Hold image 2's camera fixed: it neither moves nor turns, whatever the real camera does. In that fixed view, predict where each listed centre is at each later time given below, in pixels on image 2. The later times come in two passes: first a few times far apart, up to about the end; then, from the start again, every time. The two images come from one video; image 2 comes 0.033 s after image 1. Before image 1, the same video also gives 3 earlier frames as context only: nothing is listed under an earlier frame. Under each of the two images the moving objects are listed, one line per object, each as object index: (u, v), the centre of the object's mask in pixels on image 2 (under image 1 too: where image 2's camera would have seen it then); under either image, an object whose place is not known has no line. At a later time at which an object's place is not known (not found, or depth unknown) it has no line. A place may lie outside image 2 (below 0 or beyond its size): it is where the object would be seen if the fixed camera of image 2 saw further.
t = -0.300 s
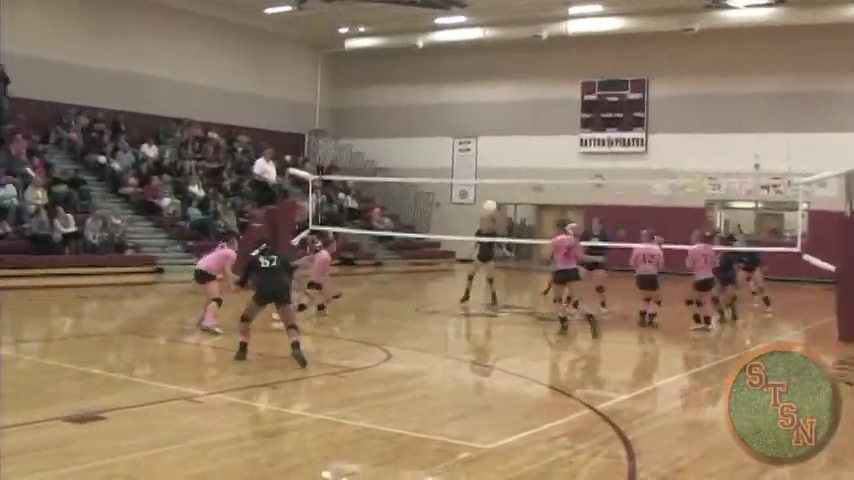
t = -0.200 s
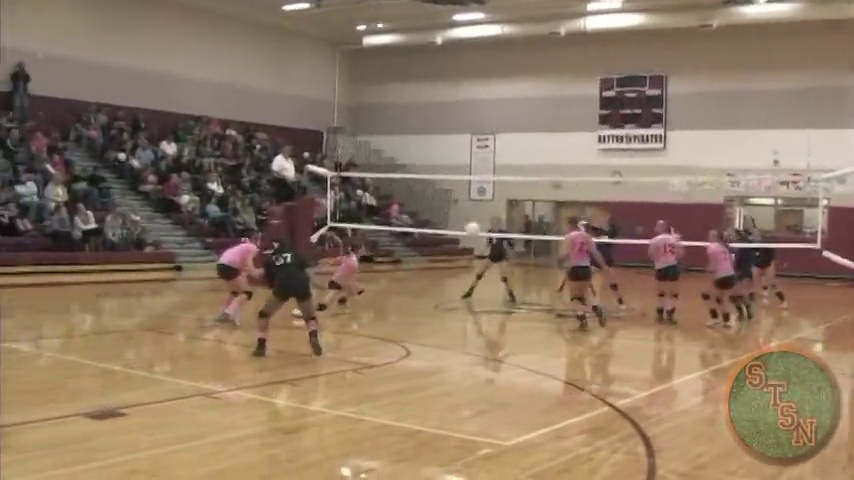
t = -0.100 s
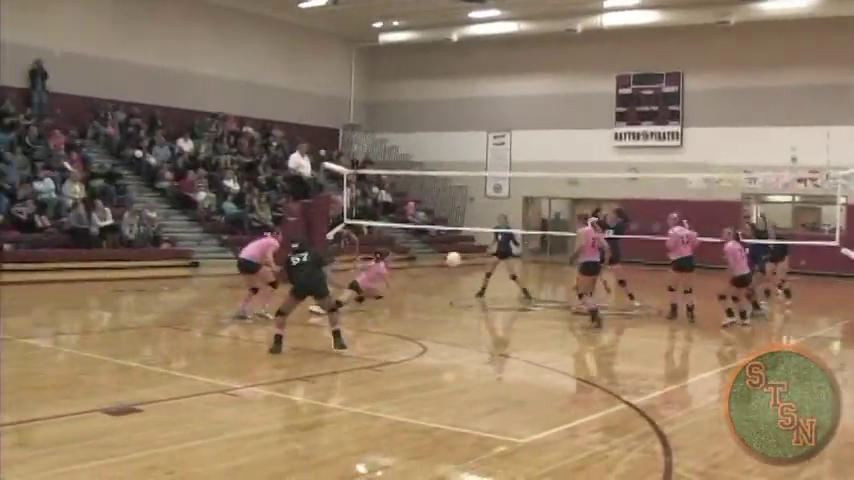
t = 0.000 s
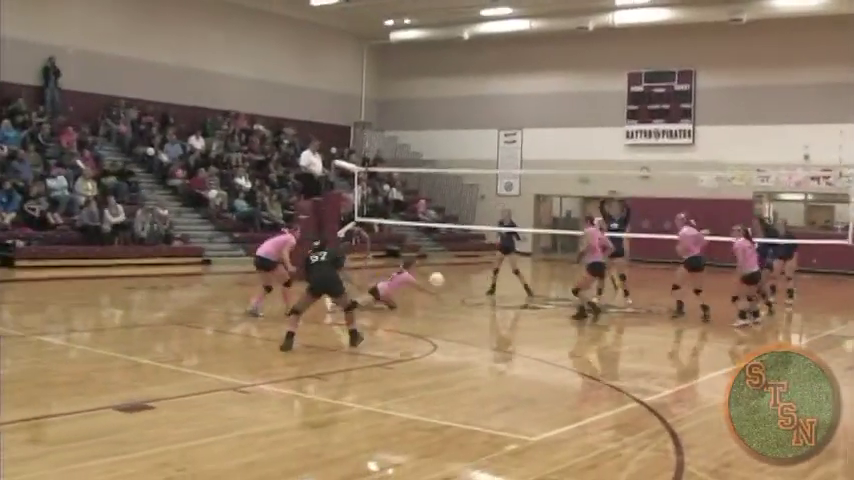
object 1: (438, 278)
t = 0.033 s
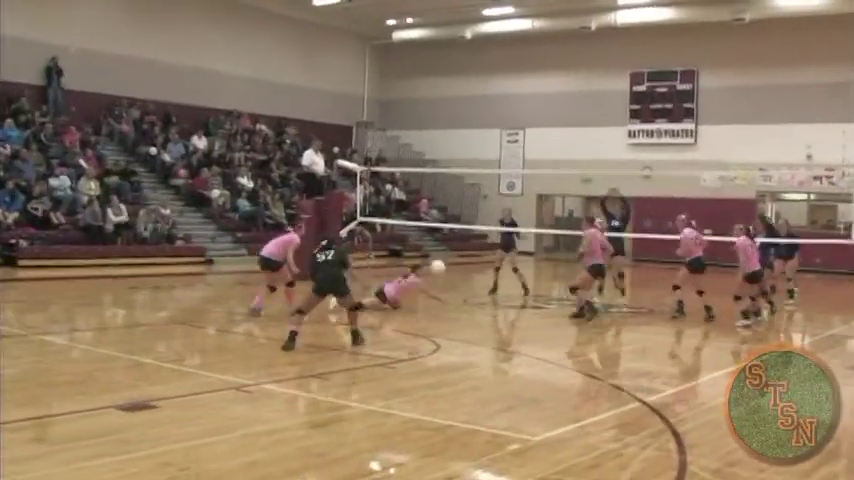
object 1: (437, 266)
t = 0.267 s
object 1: (429, 204)
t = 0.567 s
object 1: (418, 180)
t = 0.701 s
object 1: (412, 188)
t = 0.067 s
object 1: (436, 256)
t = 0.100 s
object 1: (436, 246)
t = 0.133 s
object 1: (435, 236)
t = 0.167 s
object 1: (434, 227)
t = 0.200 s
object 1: (433, 217)
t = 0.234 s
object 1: (431, 212)
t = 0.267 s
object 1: (429, 204)
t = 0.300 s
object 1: (429, 199)
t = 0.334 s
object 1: (427, 194)
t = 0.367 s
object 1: (426, 189)
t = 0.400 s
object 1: (425, 186)
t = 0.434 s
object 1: (423, 183)
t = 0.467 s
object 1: (422, 181)
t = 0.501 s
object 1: (420, 180)
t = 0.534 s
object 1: (419, 180)
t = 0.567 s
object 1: (418, 180)
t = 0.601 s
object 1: (416, 181)
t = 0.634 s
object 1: (415, 183)
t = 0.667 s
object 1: (413, 185)
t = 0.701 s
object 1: (412, 188)
